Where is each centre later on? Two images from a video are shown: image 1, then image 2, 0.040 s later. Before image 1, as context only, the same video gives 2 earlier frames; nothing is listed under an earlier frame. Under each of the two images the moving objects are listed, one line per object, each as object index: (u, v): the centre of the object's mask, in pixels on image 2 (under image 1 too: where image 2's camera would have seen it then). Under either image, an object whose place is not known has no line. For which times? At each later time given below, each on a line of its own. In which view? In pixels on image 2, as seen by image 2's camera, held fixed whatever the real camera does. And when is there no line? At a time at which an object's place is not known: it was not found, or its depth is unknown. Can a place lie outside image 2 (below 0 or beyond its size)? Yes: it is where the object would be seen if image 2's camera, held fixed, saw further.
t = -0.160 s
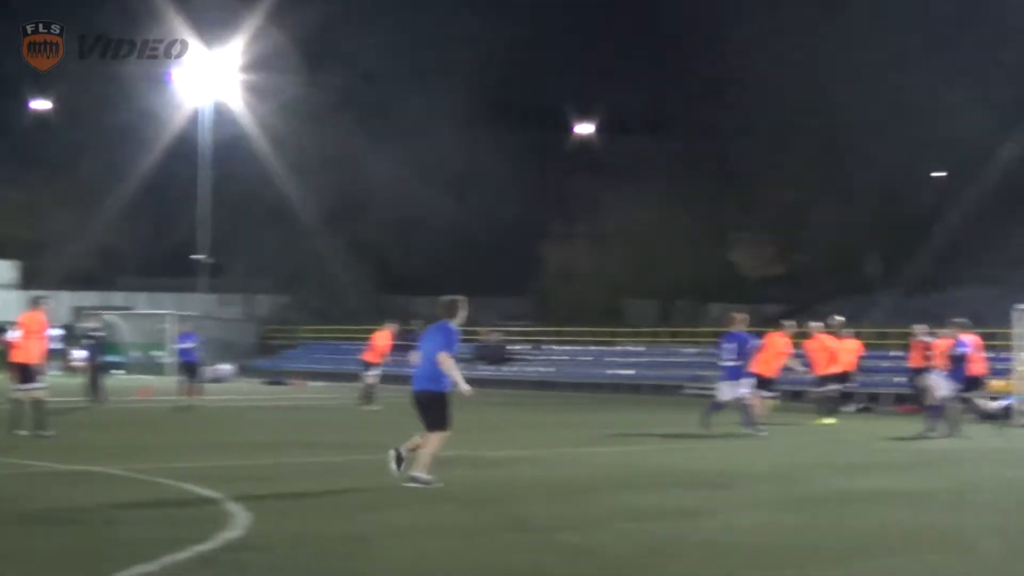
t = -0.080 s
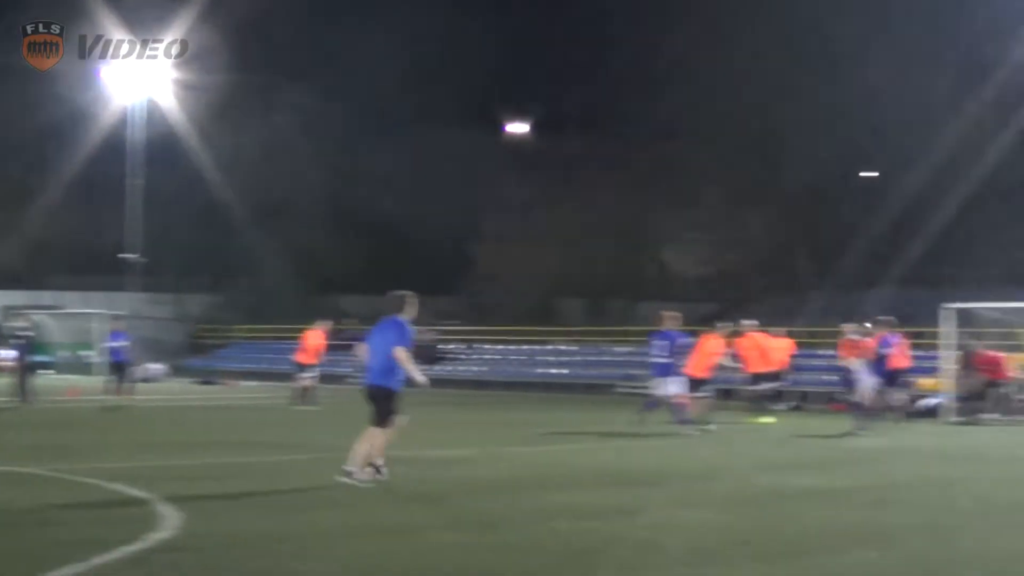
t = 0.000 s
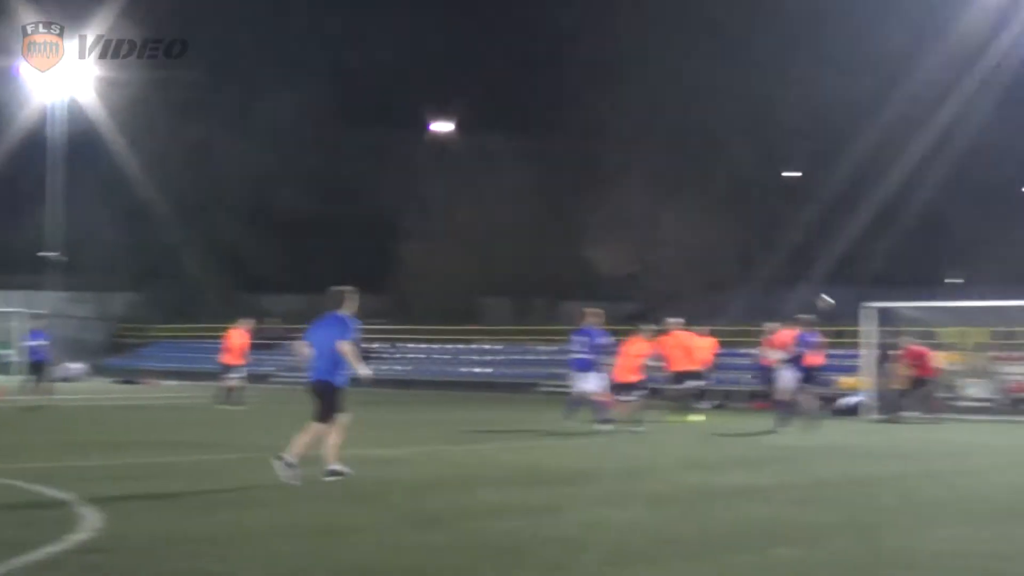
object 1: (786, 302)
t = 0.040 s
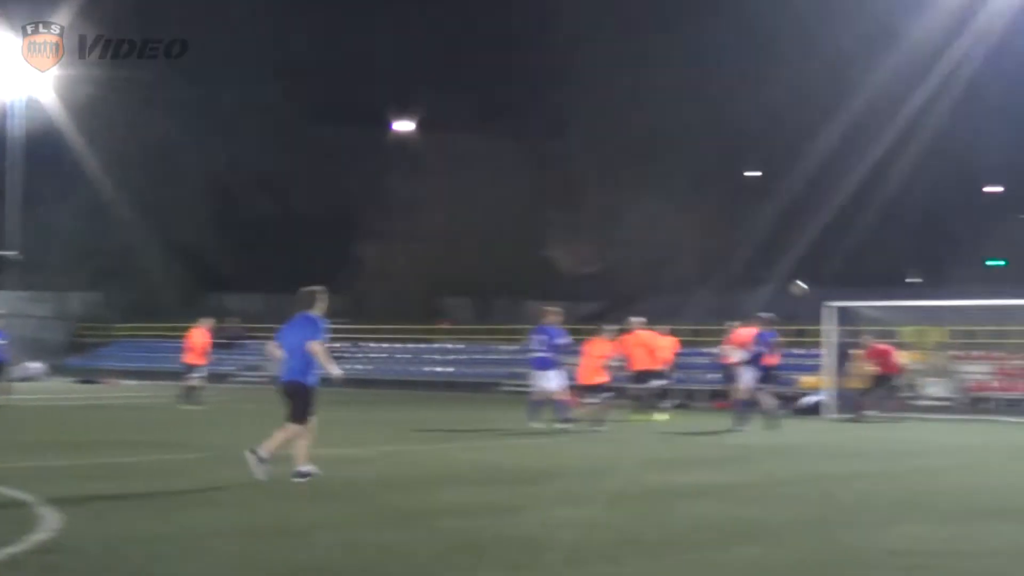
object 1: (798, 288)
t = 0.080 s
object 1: (810, 275)
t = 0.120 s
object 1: (823, 265)
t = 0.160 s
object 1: (834, 255)
